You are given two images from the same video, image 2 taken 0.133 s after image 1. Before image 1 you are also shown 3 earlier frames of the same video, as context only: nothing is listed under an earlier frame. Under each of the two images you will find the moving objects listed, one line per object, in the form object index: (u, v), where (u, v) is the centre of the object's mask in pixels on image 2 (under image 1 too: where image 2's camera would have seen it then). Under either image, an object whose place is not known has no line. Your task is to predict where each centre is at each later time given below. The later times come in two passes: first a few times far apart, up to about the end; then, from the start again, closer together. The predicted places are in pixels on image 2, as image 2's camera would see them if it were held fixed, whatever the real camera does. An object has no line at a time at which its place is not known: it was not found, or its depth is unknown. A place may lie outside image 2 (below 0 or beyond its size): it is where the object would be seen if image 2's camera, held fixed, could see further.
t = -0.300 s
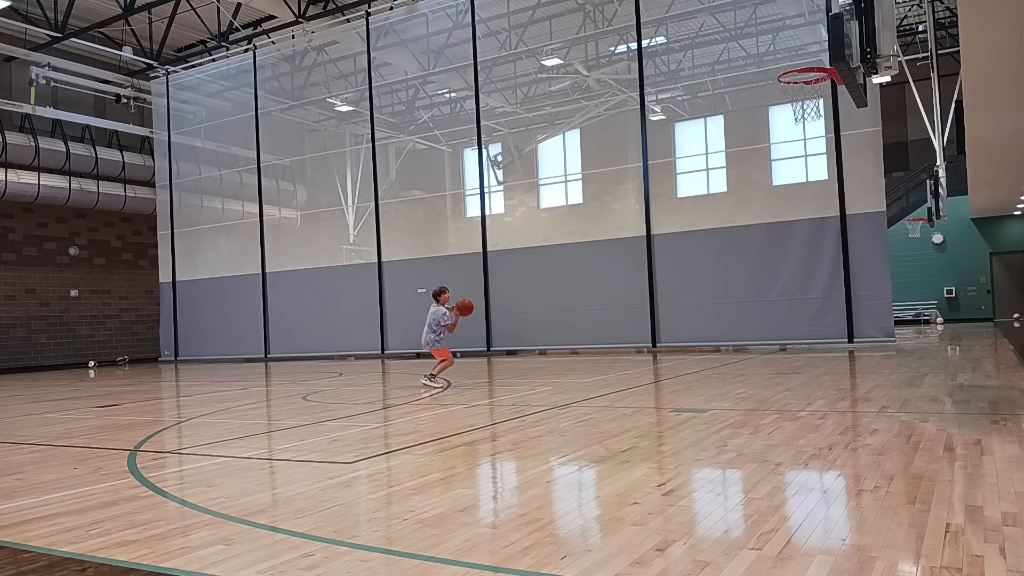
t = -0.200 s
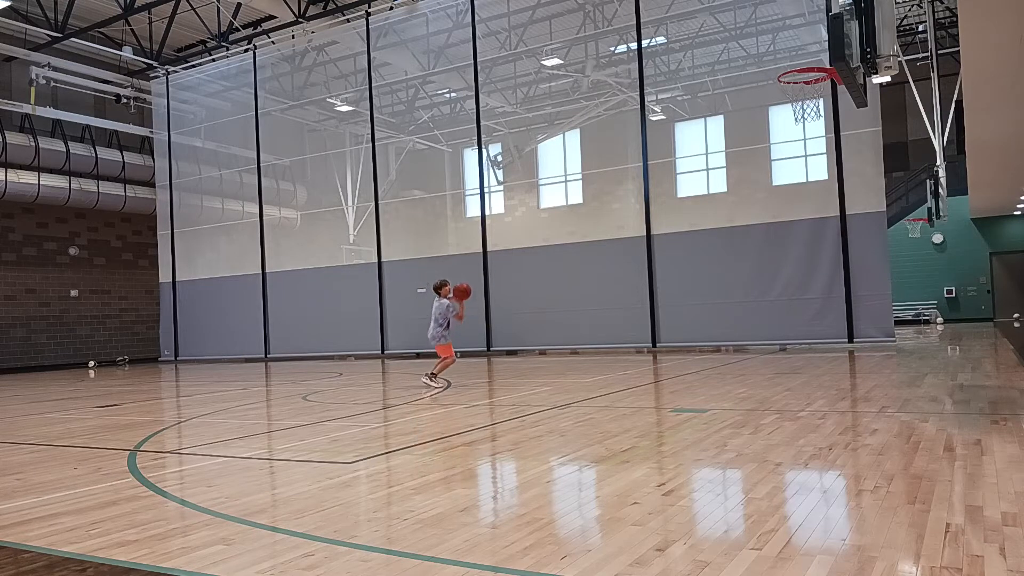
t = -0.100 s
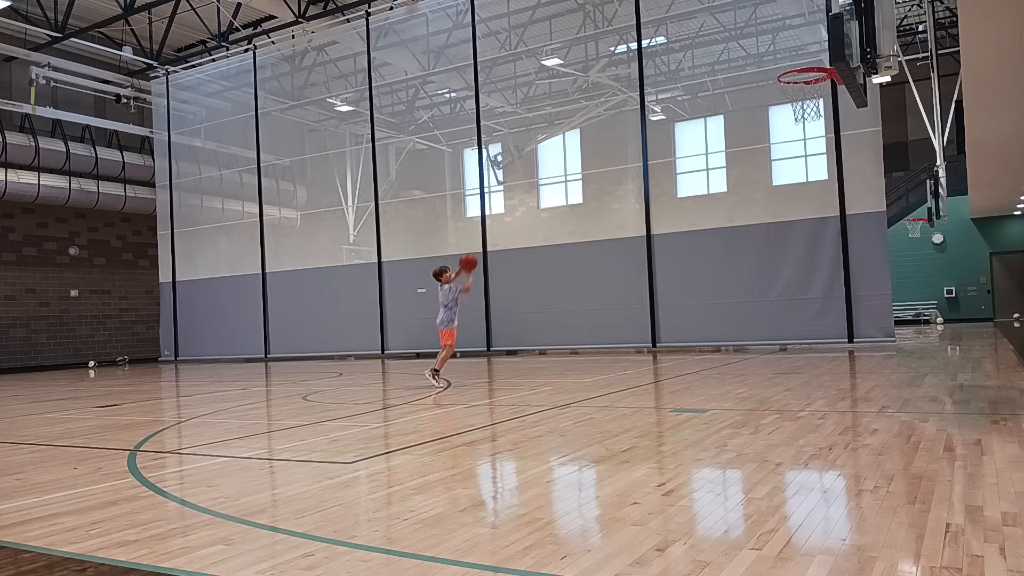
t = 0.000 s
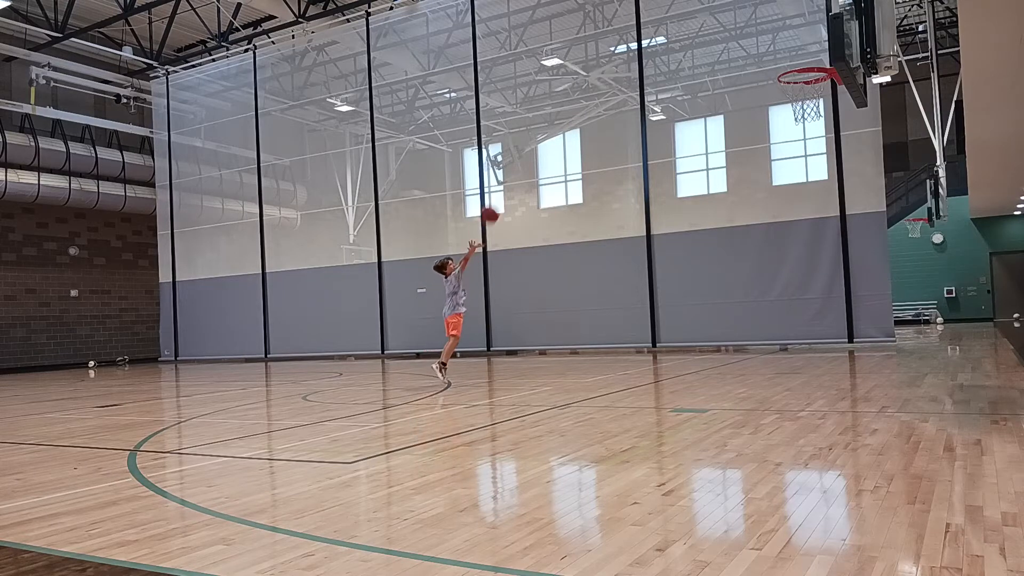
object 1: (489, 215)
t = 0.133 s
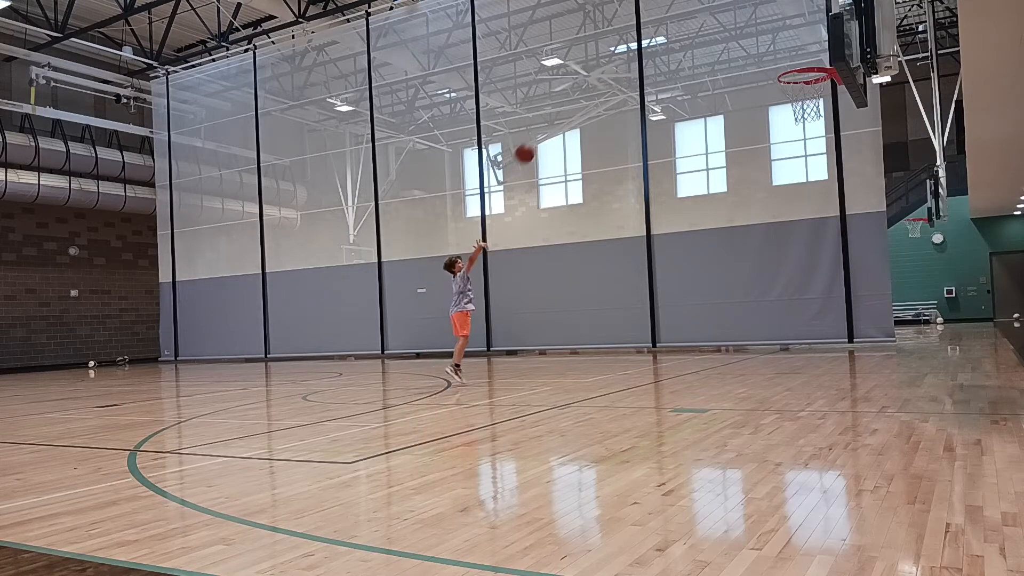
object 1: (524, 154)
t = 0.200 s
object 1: (543, 127)
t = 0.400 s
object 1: (602, 66)
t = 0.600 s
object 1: (668, 35)
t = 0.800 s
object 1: (742, 39)
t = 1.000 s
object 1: (815, 85)
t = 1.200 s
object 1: (785, 170)
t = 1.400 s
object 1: (759, 298)
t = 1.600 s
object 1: (723, 329)
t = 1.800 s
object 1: (677, 242)
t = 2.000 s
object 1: (635, 196)
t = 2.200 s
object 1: (596, 189)
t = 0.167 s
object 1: (533, 140)
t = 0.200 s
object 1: (543, 127)
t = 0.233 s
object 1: (552, 115)
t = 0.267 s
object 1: (562, 103)
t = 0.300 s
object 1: (572, 92)
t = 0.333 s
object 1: (581, 83)
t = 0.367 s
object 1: (592, 74)
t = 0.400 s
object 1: (602, 66)
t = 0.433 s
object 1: (612, 59)
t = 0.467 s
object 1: (623, 52)
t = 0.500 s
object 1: (634, 46)
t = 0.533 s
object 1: (645, 42)
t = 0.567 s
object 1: (657, 38)
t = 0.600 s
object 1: (668, 35)
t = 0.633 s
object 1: (680, 33)
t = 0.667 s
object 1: (692, 32)
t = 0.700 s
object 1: (704, 32)
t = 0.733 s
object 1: (717, 33)
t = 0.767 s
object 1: (729, 36)
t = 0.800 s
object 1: (742, 39)
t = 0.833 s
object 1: (755, 44)
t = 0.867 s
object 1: (769, 49)
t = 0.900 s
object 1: (783, 56)
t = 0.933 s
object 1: (797, 62)
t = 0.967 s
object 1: (813, 75)
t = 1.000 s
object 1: (815, 85)
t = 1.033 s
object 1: (810, 96)
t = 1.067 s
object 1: (804, 110)
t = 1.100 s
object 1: (799, 123)
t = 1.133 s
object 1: (795, 138)
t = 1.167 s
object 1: (790, 154)
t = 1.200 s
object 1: (785, 170)
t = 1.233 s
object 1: (780, 190)
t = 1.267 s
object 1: (776, 208)
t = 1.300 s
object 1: (772, 229)
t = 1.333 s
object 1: (768, 251)
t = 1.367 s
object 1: (763, 274)
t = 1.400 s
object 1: (759, 298)
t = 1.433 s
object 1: (755, 323)
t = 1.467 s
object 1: (752, 349)
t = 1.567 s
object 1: (731, 348)
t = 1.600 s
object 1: (723, 329)
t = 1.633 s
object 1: (715, 311)
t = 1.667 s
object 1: (707, 295)
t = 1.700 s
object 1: (699, 280)
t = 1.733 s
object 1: (692, 266)
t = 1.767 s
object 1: (684, 253)
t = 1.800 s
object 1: (677, 242)
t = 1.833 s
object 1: (670, 231)
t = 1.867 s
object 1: (662, 222)
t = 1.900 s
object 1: (656, 213)
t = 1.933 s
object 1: (649, 207)
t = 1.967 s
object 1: (642, 200)
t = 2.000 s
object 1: (635, 196)
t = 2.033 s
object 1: (628, 192)
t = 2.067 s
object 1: (622, 189)
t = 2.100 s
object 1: (615, 188)
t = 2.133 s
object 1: (609, 187)
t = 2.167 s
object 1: (603, 188)
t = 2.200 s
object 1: (596, 189)
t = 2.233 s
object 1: (591, 192)
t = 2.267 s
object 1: (585, 195)
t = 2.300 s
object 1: (579, 200)
